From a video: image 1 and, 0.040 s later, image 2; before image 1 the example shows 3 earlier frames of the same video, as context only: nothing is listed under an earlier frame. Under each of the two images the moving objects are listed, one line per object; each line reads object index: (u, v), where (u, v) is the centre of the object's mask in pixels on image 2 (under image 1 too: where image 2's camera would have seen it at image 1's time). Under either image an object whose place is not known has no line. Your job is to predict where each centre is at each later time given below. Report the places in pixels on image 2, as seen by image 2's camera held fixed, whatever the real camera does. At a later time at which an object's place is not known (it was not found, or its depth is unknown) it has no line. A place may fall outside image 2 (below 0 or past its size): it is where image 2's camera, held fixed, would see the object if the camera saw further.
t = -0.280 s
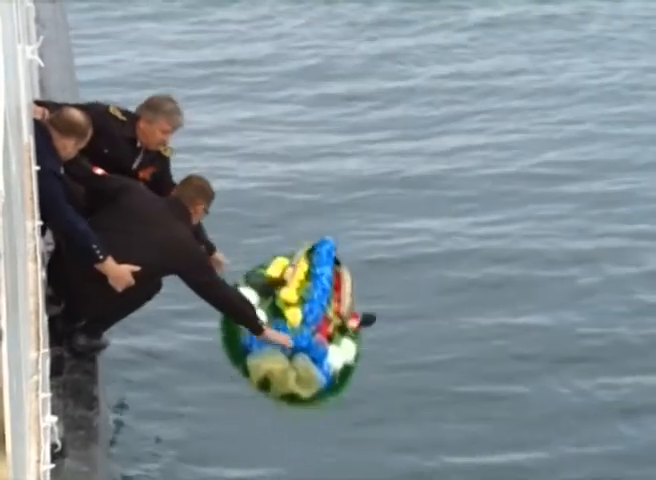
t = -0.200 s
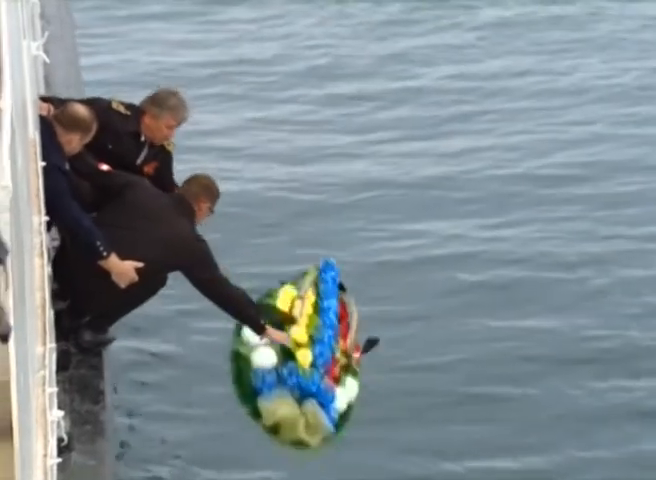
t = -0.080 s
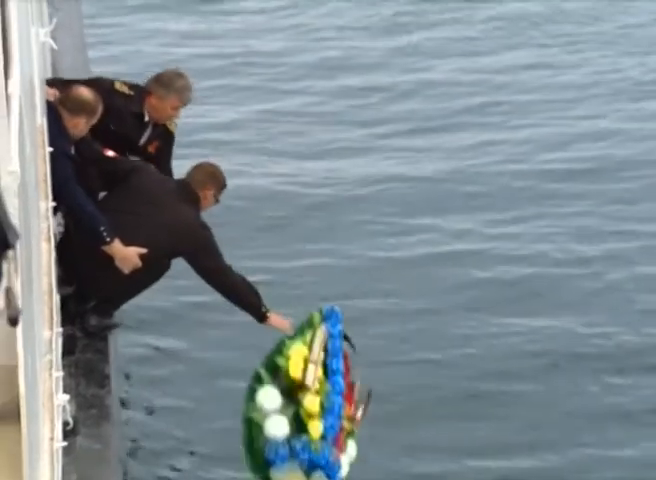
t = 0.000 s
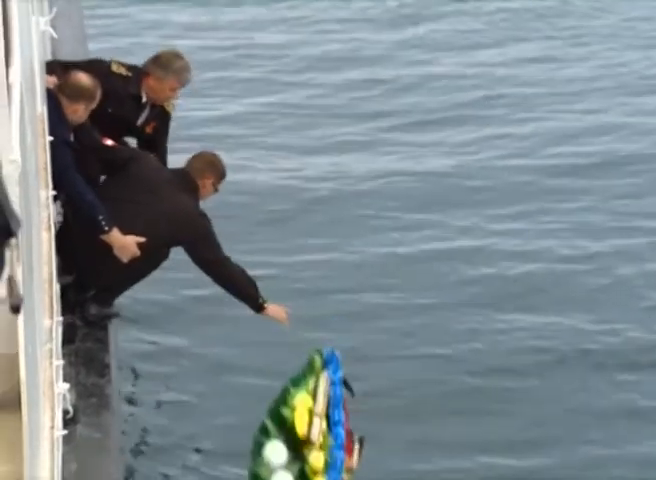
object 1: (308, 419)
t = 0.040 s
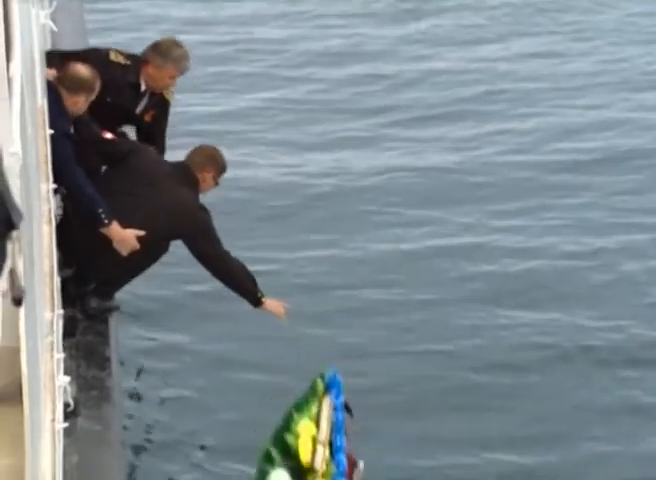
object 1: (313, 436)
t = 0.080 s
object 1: (314, 451)
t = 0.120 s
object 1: (312, 463)
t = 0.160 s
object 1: (310, 476)
